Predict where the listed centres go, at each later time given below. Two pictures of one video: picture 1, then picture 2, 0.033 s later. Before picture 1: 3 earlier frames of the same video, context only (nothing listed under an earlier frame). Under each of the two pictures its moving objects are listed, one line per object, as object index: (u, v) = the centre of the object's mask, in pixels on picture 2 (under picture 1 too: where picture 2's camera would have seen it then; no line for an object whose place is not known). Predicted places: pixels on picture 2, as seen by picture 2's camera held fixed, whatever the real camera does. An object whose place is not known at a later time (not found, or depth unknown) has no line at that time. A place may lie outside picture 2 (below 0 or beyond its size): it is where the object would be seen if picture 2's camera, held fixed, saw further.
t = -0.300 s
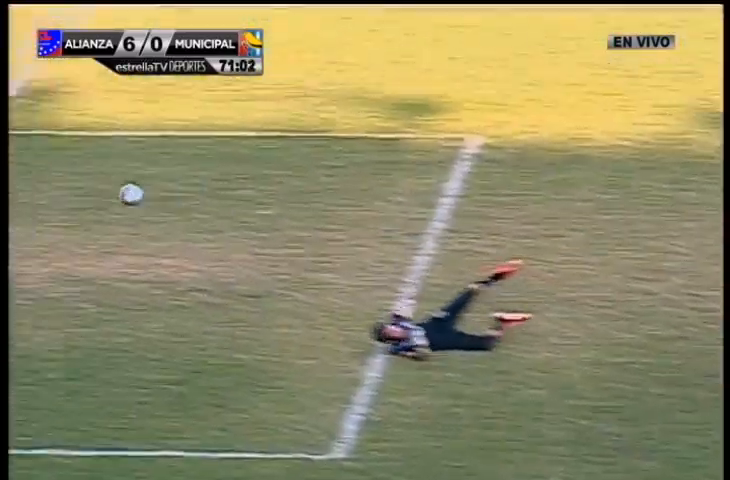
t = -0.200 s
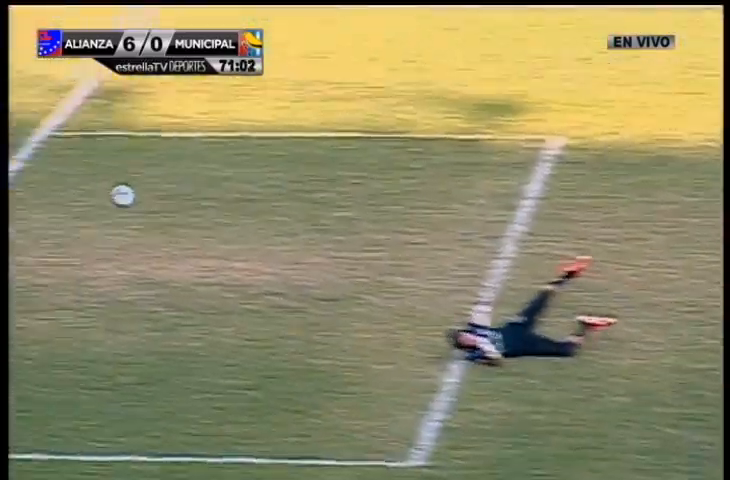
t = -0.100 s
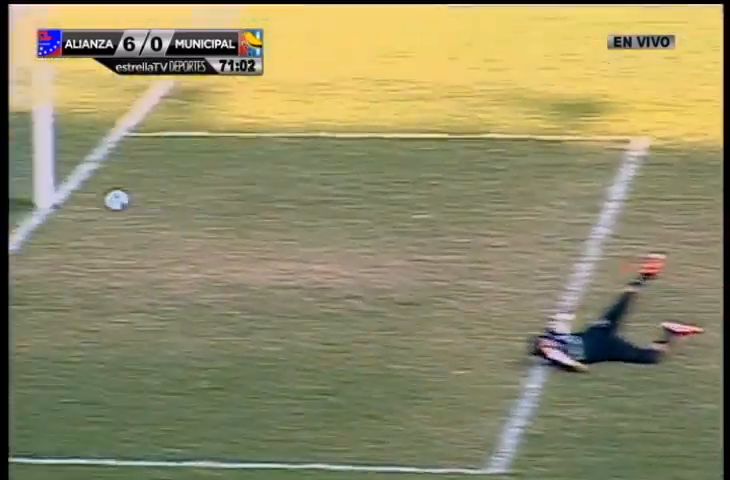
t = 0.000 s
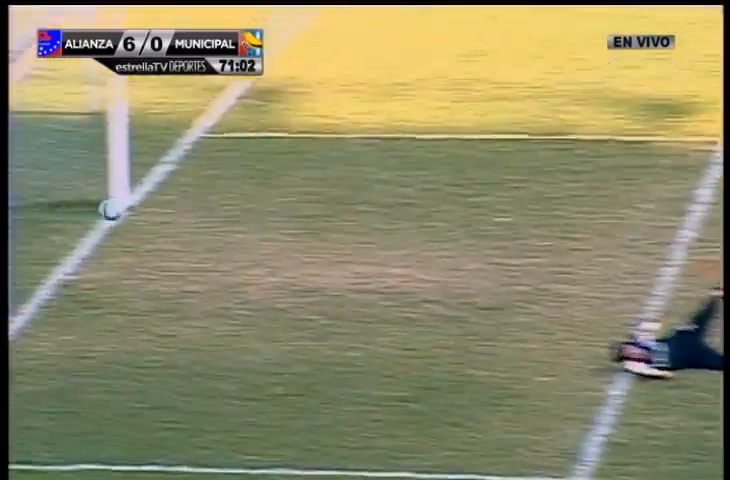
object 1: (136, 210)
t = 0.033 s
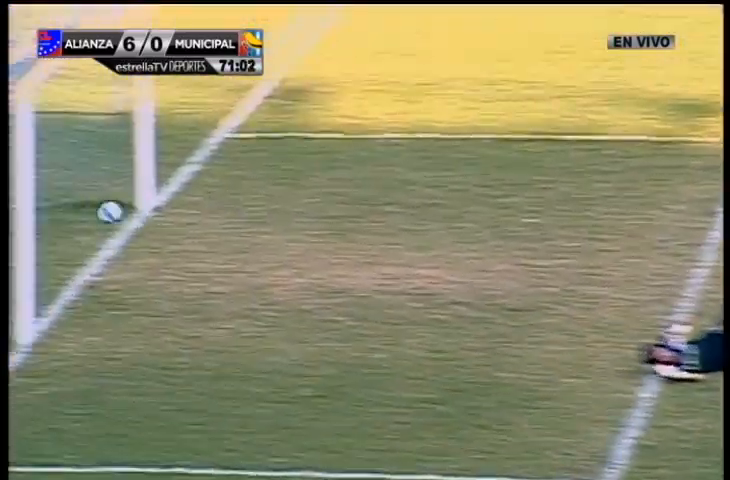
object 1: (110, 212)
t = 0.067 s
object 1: (83, 214)
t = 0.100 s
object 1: (55, 218)
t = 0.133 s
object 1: (38, 214)
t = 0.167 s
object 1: (7, 209)
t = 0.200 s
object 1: (-8, 200)
